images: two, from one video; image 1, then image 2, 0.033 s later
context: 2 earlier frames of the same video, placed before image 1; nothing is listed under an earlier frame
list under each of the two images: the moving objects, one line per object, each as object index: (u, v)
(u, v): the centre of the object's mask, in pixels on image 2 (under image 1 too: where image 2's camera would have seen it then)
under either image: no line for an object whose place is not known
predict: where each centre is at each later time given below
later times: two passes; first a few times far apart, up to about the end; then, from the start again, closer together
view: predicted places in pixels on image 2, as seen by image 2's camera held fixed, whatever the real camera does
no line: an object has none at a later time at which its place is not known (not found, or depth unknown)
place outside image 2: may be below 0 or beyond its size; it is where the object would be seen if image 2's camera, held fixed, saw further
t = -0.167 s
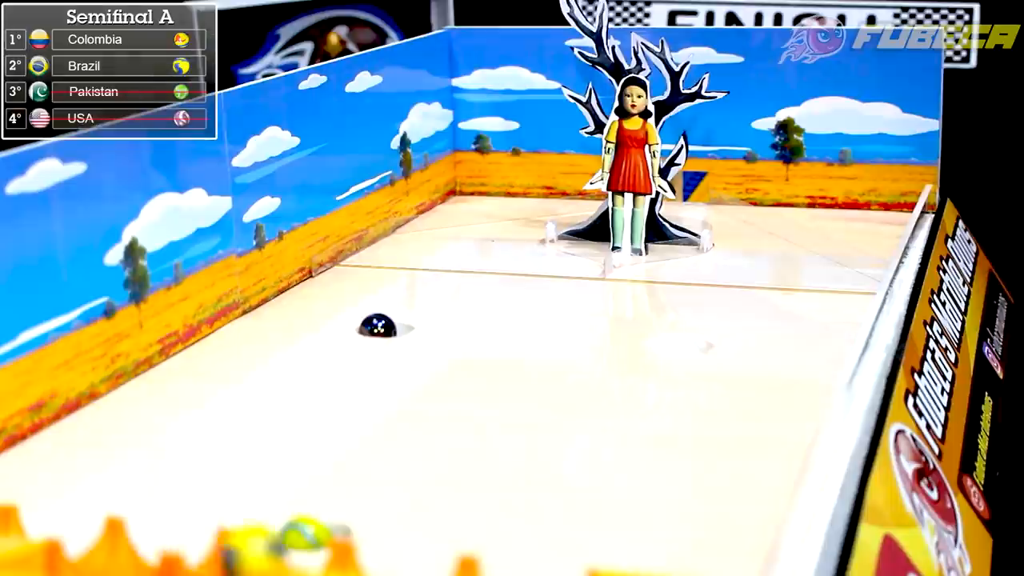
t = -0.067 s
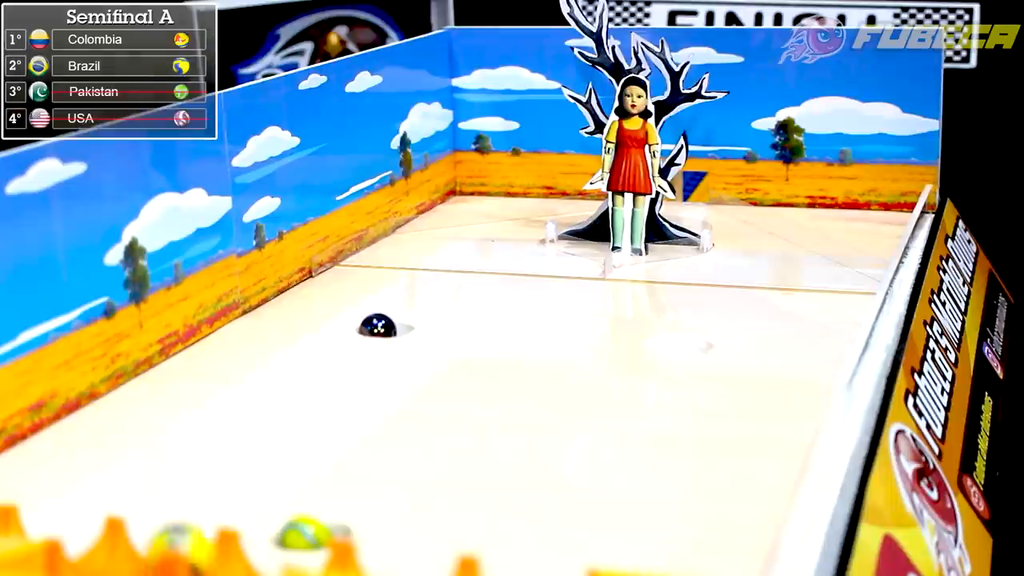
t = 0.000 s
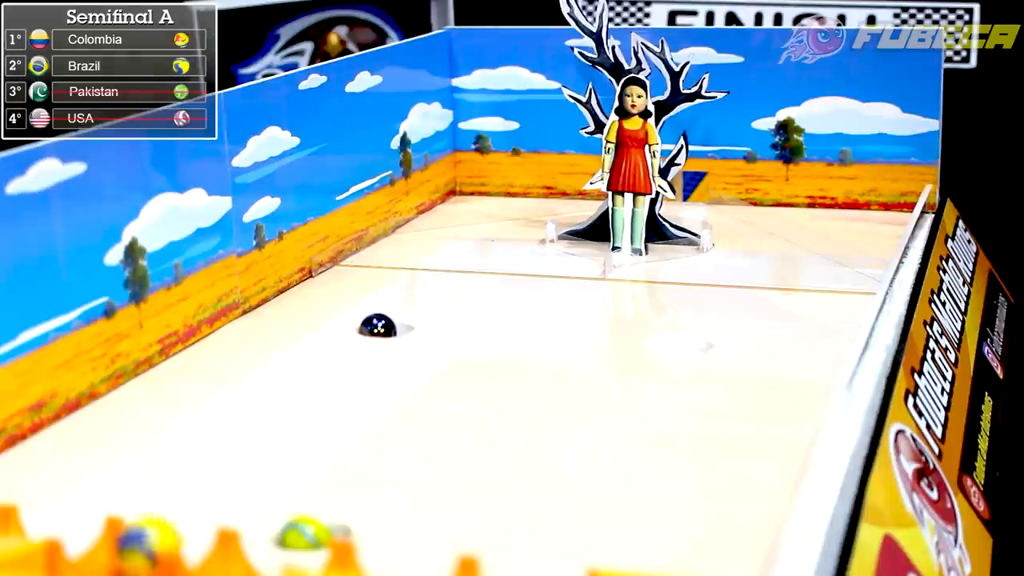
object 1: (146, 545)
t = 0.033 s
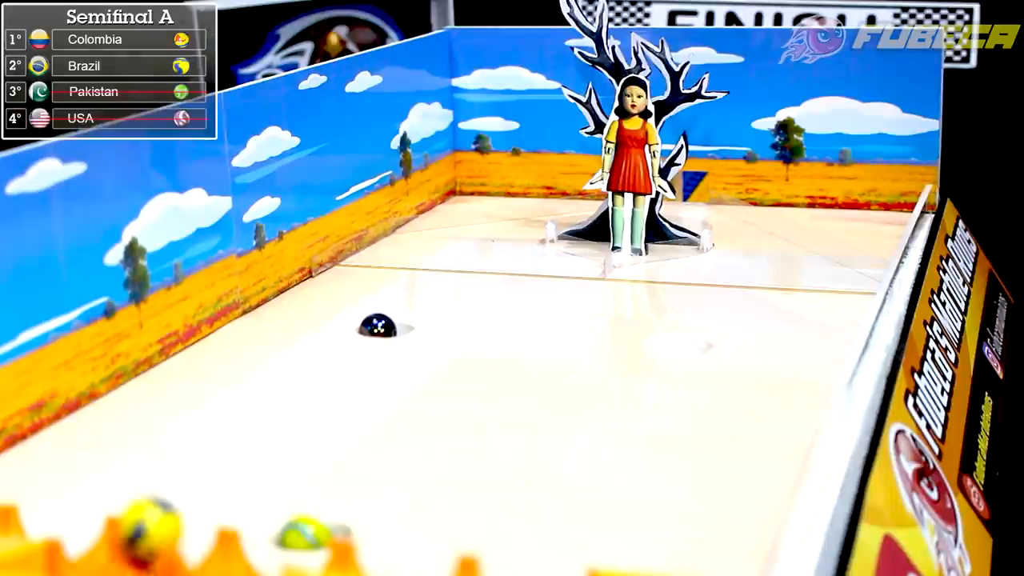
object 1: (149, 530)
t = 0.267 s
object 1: (334, 522)
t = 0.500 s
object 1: (521, 437)
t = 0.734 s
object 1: (669, 349)
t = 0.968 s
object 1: (705, 274)
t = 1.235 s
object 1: (823, 245)
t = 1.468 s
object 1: (761, 263)
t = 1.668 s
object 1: (712, 266)
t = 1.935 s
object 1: (662, 255)
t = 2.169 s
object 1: (698, 251)
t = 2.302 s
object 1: (737, 248)
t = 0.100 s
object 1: (179, 534)
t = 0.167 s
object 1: (256, 540)
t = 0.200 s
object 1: (305, 537)
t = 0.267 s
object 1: (334, 522)
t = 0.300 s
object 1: (364, 516)
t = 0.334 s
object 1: (391, 504)
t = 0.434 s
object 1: (471, 464)
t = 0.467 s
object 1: (496, 451)
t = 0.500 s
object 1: (521, 437)
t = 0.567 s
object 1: (566, 411)
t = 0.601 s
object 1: (588, 398)
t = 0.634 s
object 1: (610, 385)
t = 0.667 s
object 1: (630, 374)
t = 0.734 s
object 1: (669, 349)
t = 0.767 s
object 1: (688, 337)
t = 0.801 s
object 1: (702, 329)
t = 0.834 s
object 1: (703, 310)
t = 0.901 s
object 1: (704, 294)
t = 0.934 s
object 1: (704, 283)
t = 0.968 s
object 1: (705, 274)
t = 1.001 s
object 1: (705, 262)
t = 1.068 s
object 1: (707, 247)
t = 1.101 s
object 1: (714, 240)
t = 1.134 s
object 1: (744, 244)
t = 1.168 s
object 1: (771, 245)
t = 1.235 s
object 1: (823, 245)
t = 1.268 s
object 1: (814, 248)
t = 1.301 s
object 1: (805, 251)
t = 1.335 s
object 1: (796, 254)
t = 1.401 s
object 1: (779, 259)
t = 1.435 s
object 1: (770, 261)
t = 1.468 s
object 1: (761, 263)
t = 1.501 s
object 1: (752, 264)
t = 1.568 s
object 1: (735, 265)
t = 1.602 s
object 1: (727, 266)
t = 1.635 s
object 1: (719, 266)
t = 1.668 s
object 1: (712, 266)
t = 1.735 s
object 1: (698, 265)
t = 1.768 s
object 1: (691, 264)
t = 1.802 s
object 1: (684, 263)
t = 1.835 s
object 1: (679, 261)
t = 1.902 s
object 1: (667, 257)
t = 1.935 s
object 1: (662, 255)
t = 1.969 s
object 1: (658, 252)
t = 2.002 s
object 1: (654, 249)
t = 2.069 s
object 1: (668, 251)
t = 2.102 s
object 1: (679, 250)
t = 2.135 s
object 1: (687, 251)
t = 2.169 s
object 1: (698, 251)
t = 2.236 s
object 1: (717, 250)
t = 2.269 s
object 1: (727, 249)
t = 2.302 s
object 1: (737, 248)
